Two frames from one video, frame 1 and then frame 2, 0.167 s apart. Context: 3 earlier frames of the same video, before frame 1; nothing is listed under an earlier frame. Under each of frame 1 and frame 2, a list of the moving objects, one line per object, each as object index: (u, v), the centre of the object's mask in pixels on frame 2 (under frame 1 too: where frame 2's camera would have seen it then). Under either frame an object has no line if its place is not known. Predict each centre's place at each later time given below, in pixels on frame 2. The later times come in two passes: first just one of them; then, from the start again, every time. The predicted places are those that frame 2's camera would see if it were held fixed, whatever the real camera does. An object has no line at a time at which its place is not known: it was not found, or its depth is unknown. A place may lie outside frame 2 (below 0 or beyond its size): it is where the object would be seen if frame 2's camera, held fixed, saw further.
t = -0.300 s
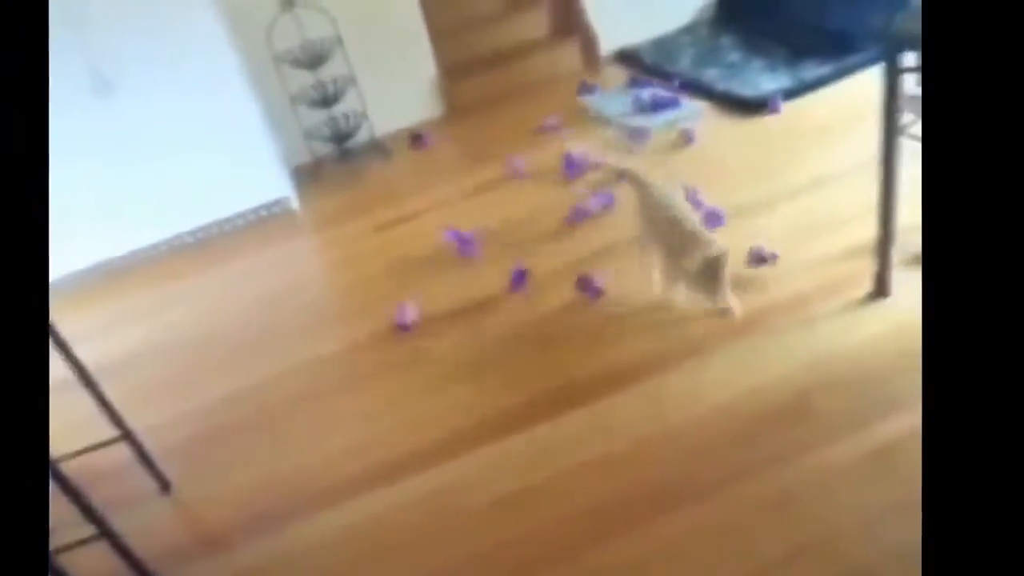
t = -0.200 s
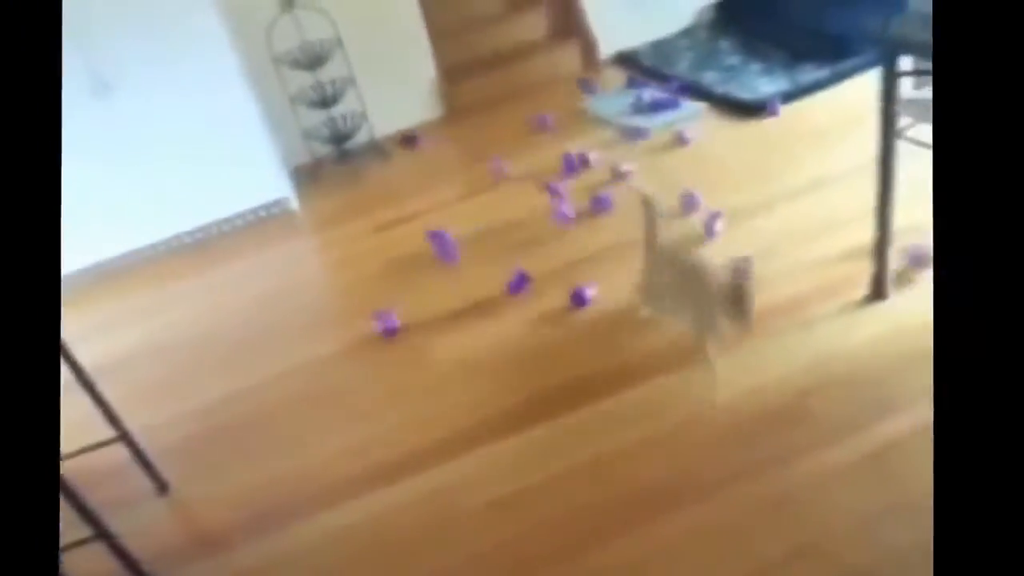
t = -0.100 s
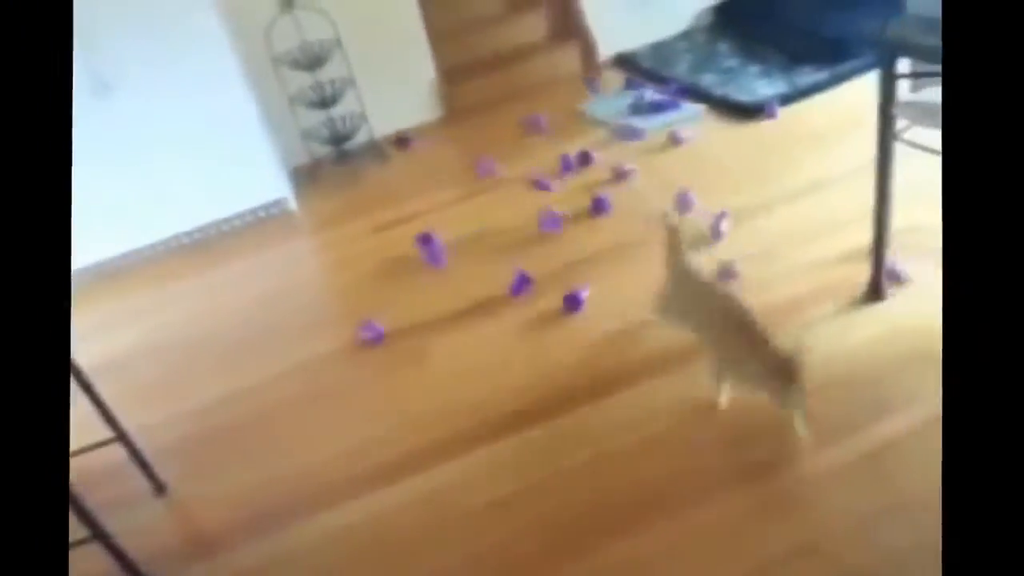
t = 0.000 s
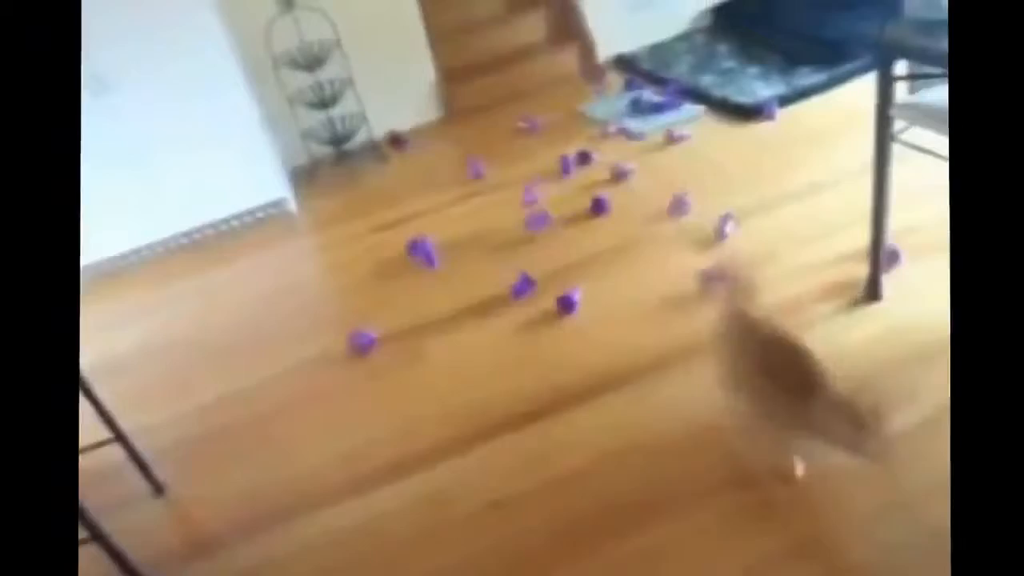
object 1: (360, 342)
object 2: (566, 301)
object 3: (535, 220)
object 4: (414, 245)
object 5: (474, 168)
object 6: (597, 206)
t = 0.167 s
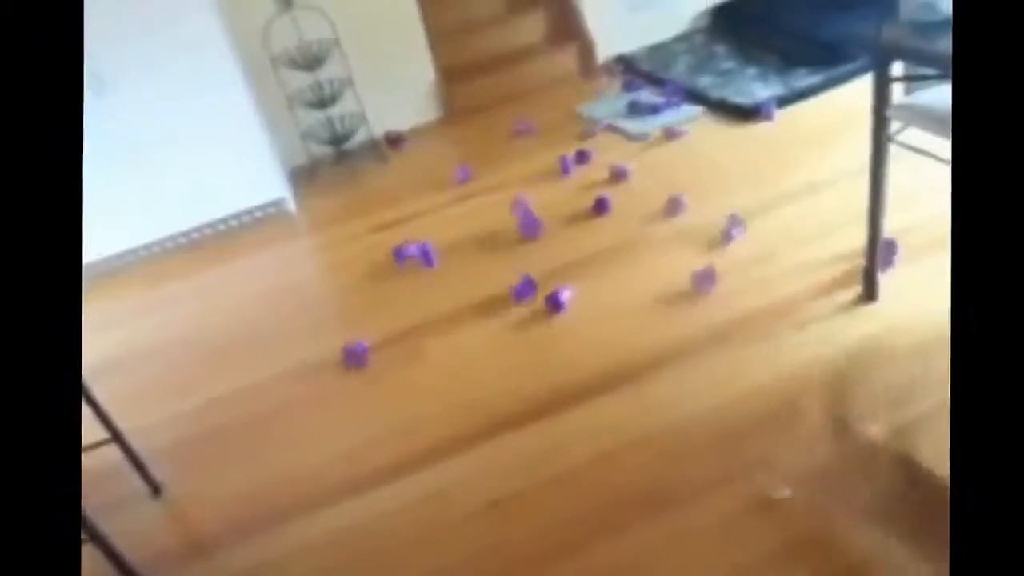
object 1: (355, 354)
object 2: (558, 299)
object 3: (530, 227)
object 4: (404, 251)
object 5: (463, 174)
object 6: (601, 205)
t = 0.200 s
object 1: (355, 358)
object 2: (557, 298)
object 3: (530, 228)
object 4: (402, 252)
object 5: (459, 175)
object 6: (603, 205)
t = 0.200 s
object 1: (355, 358)
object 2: (557, 298)
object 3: (530, 228)
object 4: (402, 252)
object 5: (459, 175)
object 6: (603, 205)
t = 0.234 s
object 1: (355, 360)
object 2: (556, 298)
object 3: (530, 228)
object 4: (400, 252)
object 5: (457, 177)
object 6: (603, 205)
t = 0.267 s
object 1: (356, 363)
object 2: (554, 298)
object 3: (530, 230)
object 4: (398, 252)
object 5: (456, 178)
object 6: (605, 205)
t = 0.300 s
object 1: (356, 364)
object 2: (554, 297)
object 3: (532, 230)
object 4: (398, 250)
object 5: (456, 179)
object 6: (605, 204)
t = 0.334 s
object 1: (357, 367)
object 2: (554, 296)
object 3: (534, 231)
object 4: (396, 250)
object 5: (456, 180)
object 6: (606, 204)
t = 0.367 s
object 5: (456, 181)
